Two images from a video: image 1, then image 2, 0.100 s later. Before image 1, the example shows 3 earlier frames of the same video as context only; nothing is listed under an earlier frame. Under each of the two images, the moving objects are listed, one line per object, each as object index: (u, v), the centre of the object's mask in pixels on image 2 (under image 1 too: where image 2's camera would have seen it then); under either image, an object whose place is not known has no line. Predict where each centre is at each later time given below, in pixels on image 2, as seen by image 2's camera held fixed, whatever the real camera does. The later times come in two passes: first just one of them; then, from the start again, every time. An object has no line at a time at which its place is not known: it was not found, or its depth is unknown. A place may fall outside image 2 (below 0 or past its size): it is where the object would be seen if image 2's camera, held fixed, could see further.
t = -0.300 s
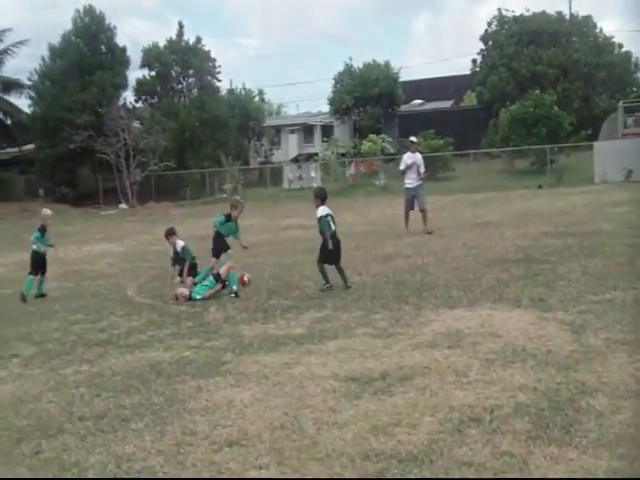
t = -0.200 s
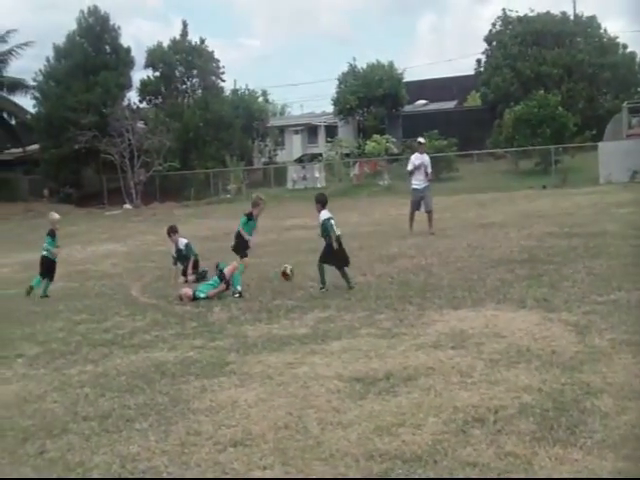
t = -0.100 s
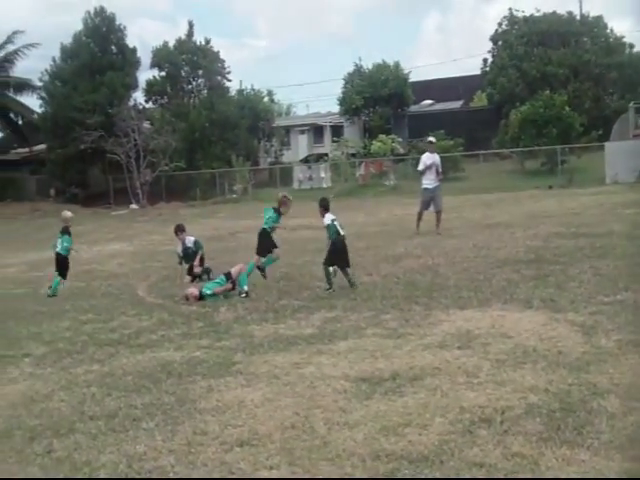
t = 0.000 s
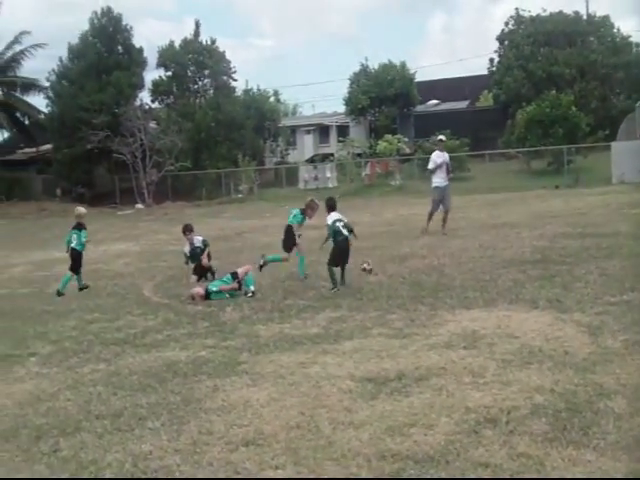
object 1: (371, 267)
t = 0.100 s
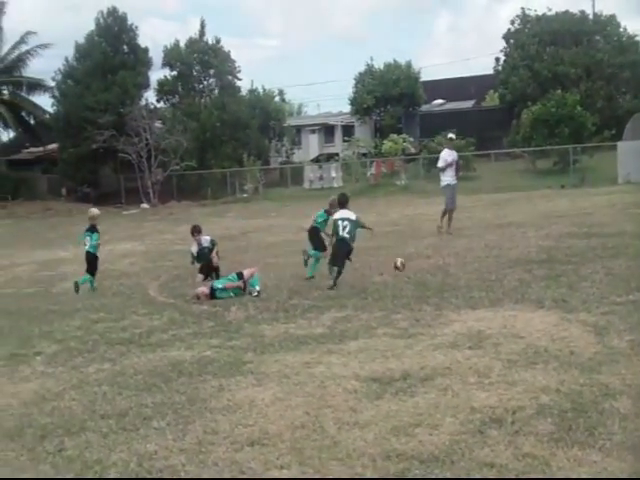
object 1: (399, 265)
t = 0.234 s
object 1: (430, 262)
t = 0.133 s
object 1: (406, 265)
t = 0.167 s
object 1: (415, 262)
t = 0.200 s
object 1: (422, 262)
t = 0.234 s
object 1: (430, 262)
